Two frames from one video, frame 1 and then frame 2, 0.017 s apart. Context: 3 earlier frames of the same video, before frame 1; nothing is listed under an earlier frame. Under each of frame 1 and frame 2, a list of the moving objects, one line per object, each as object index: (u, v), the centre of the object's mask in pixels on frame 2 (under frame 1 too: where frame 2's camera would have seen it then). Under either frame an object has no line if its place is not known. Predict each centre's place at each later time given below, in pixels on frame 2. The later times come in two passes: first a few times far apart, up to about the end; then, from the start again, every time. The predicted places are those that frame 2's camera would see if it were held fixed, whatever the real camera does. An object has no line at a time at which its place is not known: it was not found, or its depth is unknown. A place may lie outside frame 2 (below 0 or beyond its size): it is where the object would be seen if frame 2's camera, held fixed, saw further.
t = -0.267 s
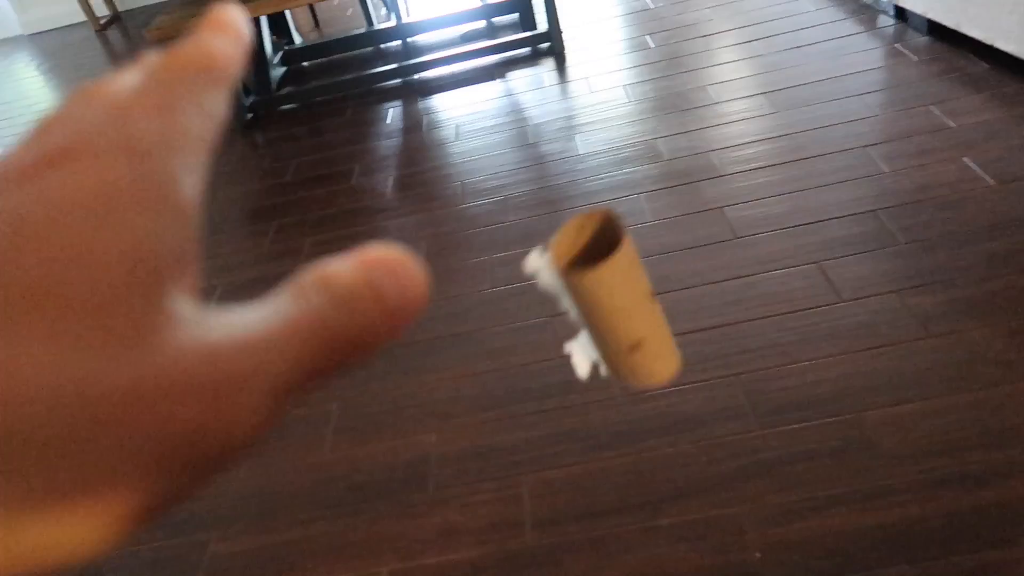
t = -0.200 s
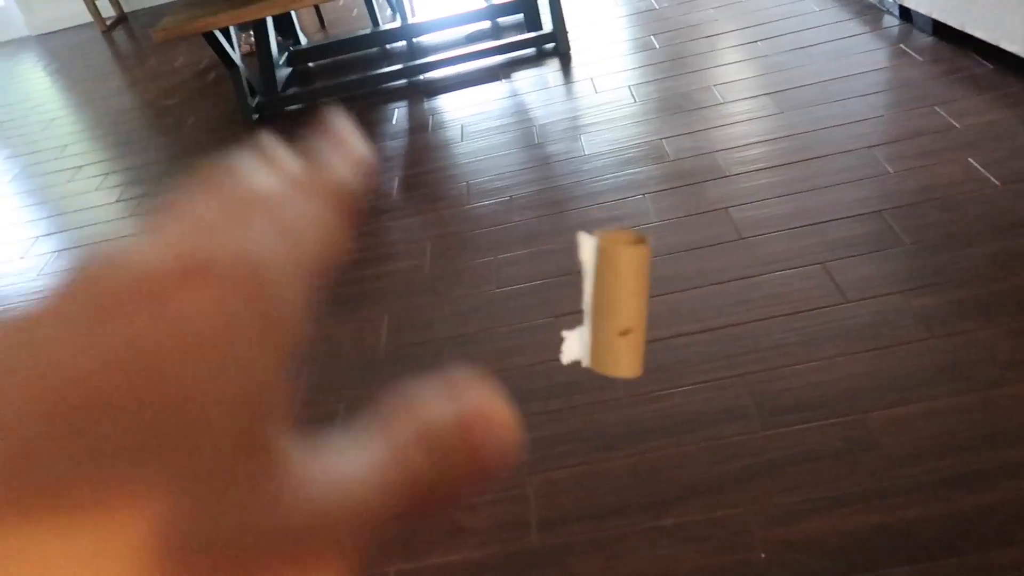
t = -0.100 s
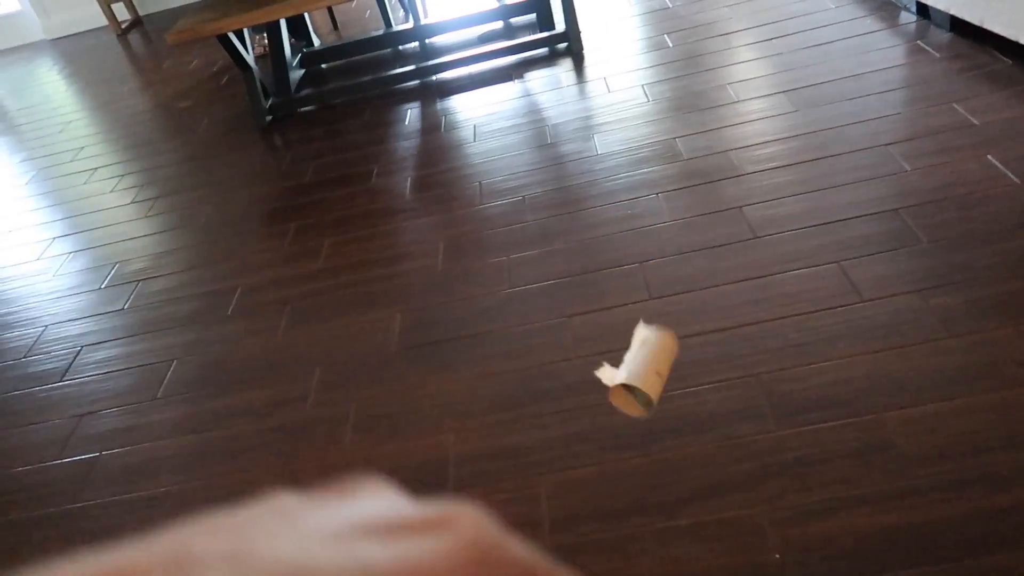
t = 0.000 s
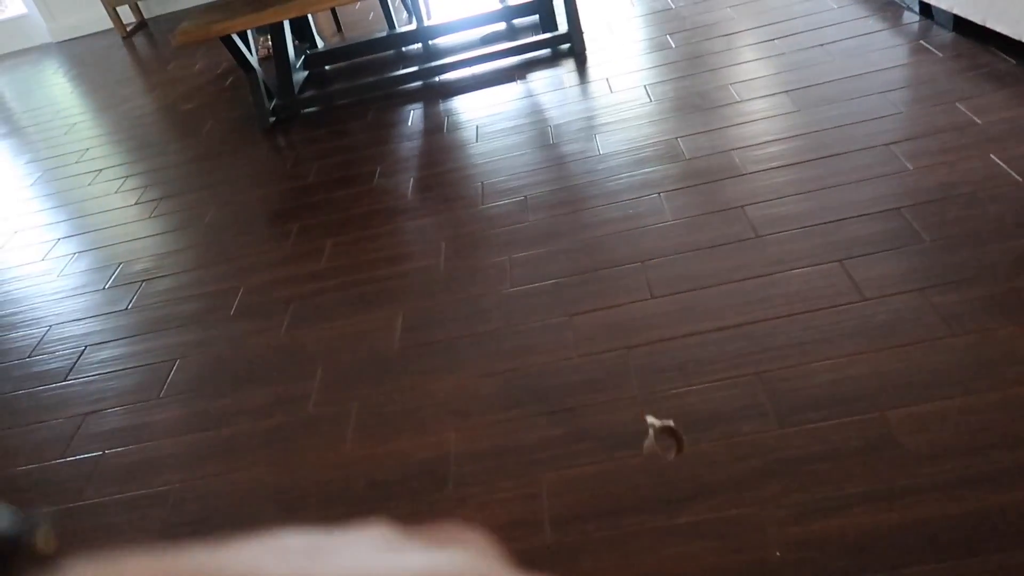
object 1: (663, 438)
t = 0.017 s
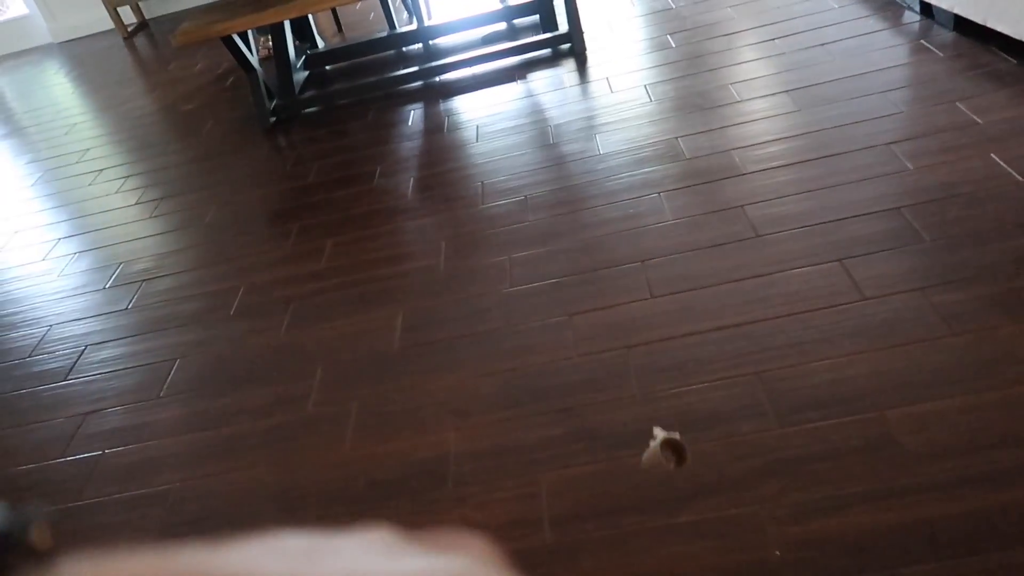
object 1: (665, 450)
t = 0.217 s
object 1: (679, 448)
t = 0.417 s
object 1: (692, 418)
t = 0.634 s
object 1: (713, 396)
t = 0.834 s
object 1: (735, 377)
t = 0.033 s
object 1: (666, 466)
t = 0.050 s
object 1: (667, 478)
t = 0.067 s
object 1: (666, 490)
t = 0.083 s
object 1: (667, 497)
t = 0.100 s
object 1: (667, 490)
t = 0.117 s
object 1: (668, 480)
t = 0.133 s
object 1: (671, 472)
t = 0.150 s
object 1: (673, 465)
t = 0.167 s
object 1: (674, 458)
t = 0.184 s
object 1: (676, 452)
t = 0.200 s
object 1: (677, 451)
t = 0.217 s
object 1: (679, 448)
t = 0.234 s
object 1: (680, 445)
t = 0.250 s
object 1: (684, 445)
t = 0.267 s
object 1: (688, 446)
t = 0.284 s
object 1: (689, 445)
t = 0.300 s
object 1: (691, 441)
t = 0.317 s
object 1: (692, 438)
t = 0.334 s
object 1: (692, 434)
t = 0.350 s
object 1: (693, 431)
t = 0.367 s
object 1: (692, 426)
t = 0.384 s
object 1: (691, 422)
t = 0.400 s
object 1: (691, 419)
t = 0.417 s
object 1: (692, 418)
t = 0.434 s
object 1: (692, 417)
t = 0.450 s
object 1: (693, 417)
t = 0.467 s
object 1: (695, 413)
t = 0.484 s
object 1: (697, 410)
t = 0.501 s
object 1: (699, 408)
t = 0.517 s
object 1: (701, 407)
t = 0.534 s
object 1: (702, 405)
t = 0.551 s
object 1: (704, 403)
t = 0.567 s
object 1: (705, 402)
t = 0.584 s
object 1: (707, 400)
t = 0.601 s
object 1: (709, 398)
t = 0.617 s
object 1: (711, 397)
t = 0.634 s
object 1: (713, 396)
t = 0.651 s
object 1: (715, 394)
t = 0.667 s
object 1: (717, 392)
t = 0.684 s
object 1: (720, 392)
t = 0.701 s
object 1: (722, 391)
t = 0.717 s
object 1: (724, 389)
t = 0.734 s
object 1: (726, 388)
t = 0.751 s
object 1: (728, 386)
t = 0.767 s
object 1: (729, 384)
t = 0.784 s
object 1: (730, 383)
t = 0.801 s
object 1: (732, 381)
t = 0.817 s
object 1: (733, 379)
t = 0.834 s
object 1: (735, 377)
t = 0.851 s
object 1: (736, 376)
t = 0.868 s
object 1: (738, 374)
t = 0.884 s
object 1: (740, 373)
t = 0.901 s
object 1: (742, 373)
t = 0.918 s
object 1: (744, 372)
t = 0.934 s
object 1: (746, 371)
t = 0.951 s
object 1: (748, 370)
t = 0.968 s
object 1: (750, 369)
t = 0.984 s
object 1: (751, 368)
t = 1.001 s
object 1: (752, 366)
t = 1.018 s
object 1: (753, 364)
